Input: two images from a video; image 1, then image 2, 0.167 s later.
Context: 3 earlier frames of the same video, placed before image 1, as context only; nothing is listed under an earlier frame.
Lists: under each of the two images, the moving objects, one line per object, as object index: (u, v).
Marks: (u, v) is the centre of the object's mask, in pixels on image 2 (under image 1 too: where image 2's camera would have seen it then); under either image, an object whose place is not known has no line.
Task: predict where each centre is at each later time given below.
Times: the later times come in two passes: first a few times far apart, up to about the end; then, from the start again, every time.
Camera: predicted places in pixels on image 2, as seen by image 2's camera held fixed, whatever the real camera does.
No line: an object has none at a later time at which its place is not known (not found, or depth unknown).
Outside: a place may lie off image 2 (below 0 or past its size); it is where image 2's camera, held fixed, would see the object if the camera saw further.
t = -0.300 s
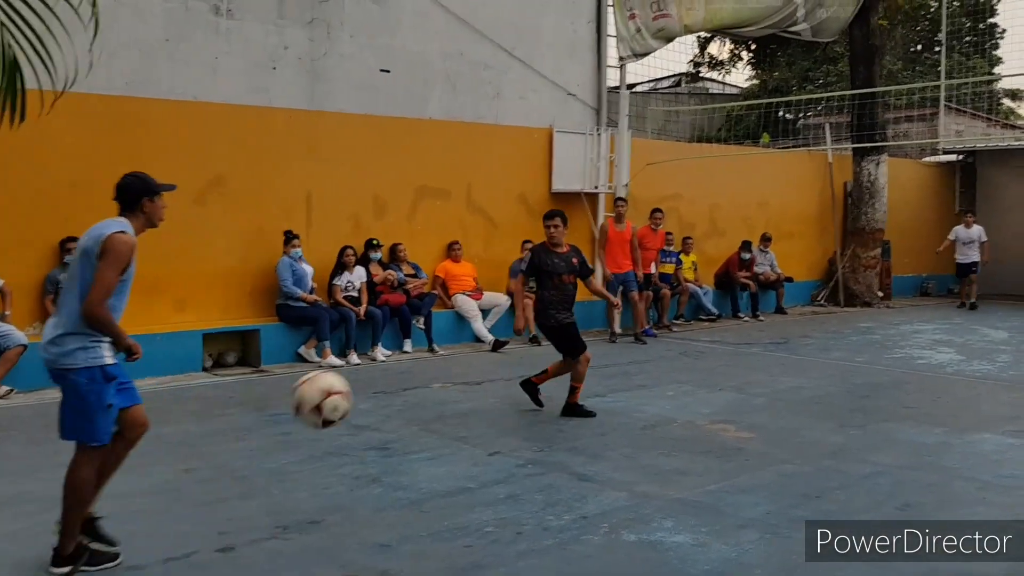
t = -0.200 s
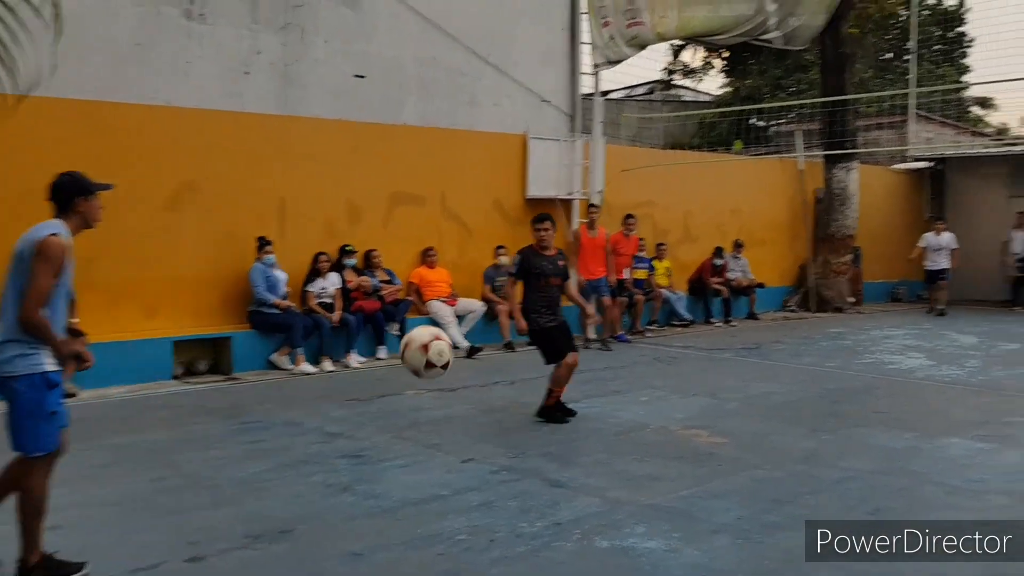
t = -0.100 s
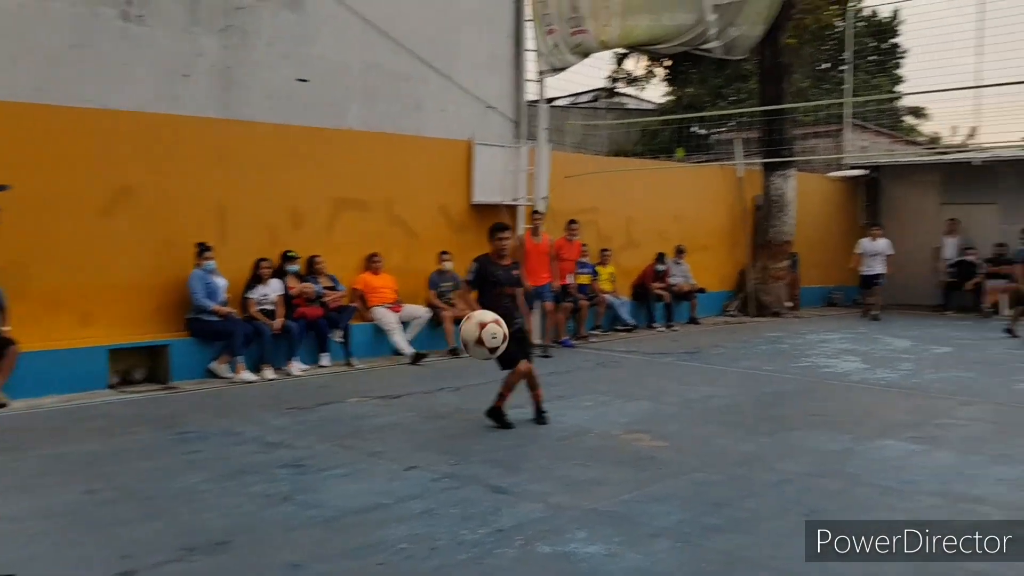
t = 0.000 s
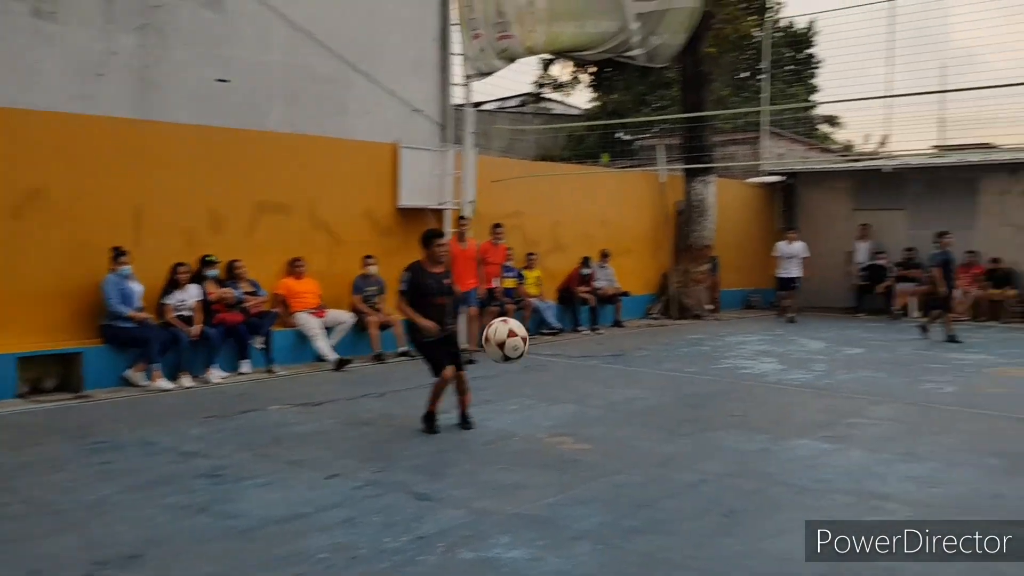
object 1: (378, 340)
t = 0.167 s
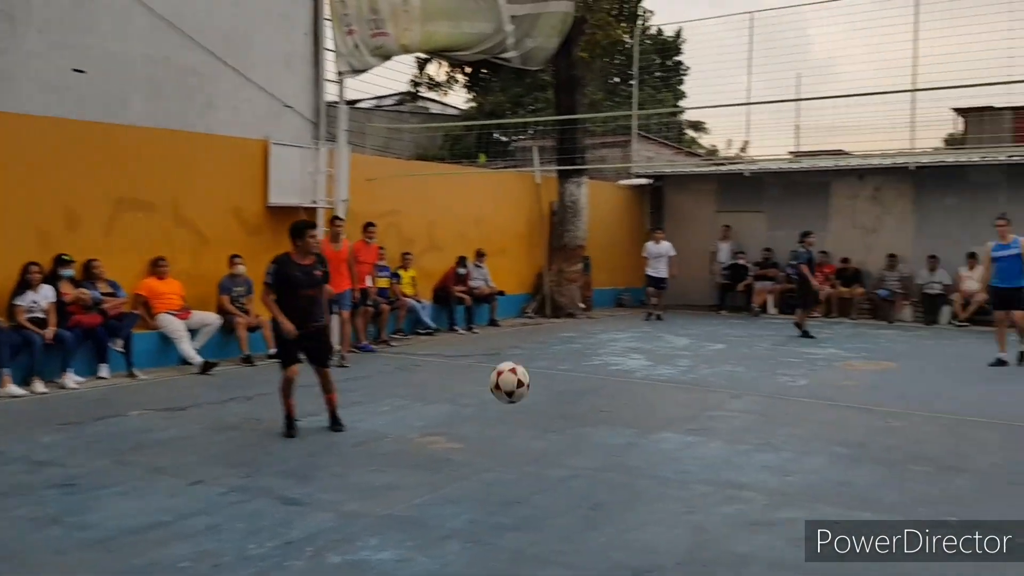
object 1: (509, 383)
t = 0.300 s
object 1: (592, 444)
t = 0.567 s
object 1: (716, 370)
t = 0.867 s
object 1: (817, 363)
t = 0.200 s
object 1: (531, 396)
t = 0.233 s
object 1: (552, 409)
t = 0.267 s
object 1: (573, 425)
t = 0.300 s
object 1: (592, 444)
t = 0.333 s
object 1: (609, 462)
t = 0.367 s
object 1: (627, 457)
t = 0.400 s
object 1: (643, 436)
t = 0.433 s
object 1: (659, 419)
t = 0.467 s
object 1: (674, 403)
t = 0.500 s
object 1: (688, 389)
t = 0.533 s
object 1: (702, 379)
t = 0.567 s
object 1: (716, 370)
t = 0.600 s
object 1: (729, 362)
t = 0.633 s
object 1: (742, 357)
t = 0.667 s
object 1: (753, 354)
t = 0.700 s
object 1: (765, 352)
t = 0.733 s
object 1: (776, 351)
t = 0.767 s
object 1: (787, 352)
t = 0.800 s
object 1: (797, 355)
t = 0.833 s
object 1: (807, 358)
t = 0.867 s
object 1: (817, 363)
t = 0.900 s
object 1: (827, 370)
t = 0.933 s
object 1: (836, 377)
